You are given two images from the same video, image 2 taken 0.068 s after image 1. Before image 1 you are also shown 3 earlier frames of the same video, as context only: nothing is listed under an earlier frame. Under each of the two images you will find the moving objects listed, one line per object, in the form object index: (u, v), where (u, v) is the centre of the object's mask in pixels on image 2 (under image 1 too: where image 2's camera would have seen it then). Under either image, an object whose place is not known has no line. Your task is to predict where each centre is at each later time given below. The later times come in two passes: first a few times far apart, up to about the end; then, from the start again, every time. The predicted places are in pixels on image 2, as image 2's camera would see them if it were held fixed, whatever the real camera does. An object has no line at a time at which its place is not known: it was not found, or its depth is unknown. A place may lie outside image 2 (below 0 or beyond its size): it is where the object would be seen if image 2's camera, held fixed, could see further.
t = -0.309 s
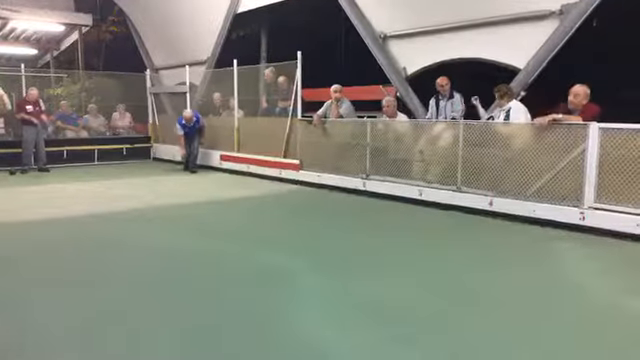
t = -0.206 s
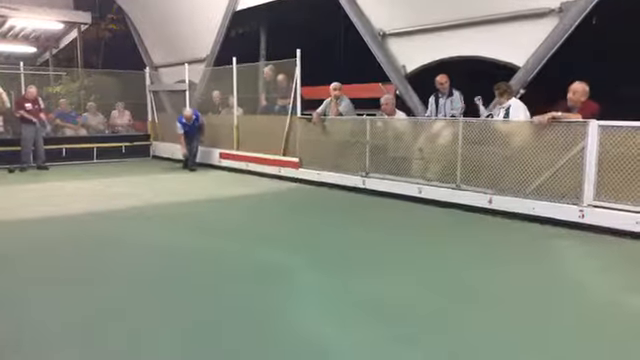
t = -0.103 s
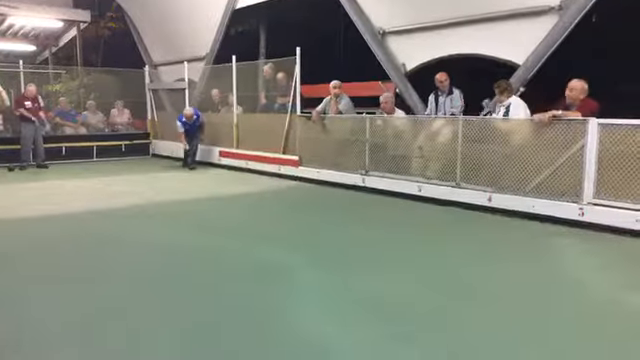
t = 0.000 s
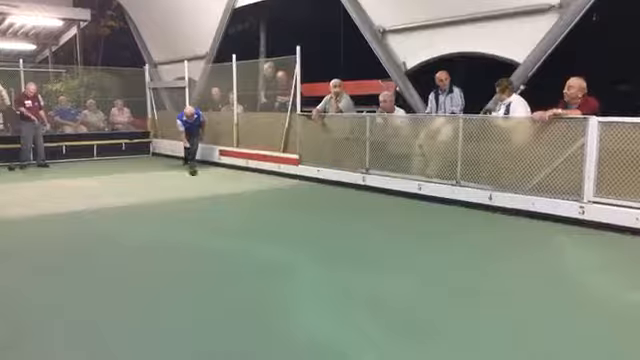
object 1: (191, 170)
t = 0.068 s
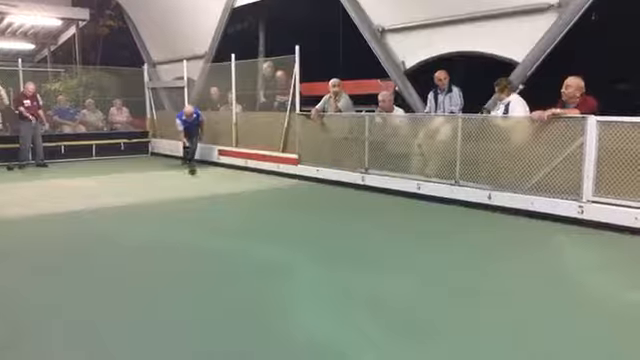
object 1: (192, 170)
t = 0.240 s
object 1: (195, 175)
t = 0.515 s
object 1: (202, 180)
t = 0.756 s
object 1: (208, 185)
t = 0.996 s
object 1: (216, 191)
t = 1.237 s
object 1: (223, 196)
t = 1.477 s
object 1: (231, 202)
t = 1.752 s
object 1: (243, 211)
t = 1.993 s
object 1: (254, 219)
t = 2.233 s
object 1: (268, 229)
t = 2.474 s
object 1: (282, 240)
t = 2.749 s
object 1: (302, 256)
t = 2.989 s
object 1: (323, 270)
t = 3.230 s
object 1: (351, 293)
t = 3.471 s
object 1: (382, 316)
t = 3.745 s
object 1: (426, 351)
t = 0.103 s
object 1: (193, 171)
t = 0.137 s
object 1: (193, 172)
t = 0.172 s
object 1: (195, 174)
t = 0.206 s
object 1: (194, 174)
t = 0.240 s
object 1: (195, 175)
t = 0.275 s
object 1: (197, 176)
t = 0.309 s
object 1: (197, 176)
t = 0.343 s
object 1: (198, 176)
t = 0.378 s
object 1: (199, 178)
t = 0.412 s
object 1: (199, 178)
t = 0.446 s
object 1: (200, 179)
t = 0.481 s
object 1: (201, 179)
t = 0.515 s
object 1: (202, 180)
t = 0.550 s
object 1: (203, 181)
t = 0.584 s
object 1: (203, 180)
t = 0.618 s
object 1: (204, 182)
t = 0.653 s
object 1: (205, 183)
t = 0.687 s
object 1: (206, 183)
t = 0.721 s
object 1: (207, 184)
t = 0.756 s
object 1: (208, 185)
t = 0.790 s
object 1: (209, 185)
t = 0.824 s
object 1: (210, 186)
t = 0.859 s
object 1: (210, 187)
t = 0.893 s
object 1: (211, 188)
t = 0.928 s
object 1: (212, 188)
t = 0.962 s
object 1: (214, 190)
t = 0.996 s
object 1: (216, 191)
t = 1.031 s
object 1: (216, 191)
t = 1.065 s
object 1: (217, 191)
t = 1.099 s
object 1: (218, 192)
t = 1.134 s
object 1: (220, 193)
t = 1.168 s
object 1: (221, 194)
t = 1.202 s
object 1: (222, 195)
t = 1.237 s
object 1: (223, 196)
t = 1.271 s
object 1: (224, 197)
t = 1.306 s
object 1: (225, 197)
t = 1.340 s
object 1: (226, 199)
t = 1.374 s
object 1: (227, 199)
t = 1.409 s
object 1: (229, 200)
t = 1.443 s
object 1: (230, 201)
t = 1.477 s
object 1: (231, 202)
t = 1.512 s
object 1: (232, 203)
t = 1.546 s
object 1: (233, 204)
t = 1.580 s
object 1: (235, 205)
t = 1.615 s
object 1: (237, 206)
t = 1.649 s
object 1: (238, 207)
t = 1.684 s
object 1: (240, 209)
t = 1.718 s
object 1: (241, 210)
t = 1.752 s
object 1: (243, 211)
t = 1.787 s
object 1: (244, 212)
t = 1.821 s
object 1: (245, 213)
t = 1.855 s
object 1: (247, 214)
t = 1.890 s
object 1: (249, 215)
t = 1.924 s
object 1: (250, 216)
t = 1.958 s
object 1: (252, 218)
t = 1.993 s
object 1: (254, 219)
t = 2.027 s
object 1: (255, 220)
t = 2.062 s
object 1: (259, 223)
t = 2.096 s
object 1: (261, 224)
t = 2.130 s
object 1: (262, 225)
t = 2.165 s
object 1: (263, 226)
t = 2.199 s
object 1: (266, 228)
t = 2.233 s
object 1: (268, 229)
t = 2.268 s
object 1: (269, 231)
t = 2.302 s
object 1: (271, 233)
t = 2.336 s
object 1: (274, 234)
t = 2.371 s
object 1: (276, 235)
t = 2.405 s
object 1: (278, 237)
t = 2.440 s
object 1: (280, 238)
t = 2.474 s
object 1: (282, 240)
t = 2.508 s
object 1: (285, 242)
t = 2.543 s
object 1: (287, 243)
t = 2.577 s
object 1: (290, 245)
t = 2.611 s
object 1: (292, 247)
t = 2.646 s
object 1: (294, 249)
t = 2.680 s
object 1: (297, 251)
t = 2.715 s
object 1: (300, 253)
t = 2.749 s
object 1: (302, 256)
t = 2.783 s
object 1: (305, 257)
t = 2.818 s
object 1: (308, 259)
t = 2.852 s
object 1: (311, 261)
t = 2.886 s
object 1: (314, 263)
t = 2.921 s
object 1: (316, 266)
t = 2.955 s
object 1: (320, 268)
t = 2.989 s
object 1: (323, 270)
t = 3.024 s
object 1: (326, 273)
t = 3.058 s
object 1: (329, 275)
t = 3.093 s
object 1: (333, 278)
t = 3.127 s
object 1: (336, 281)
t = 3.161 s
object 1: (340, 284)
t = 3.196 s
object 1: (347, 289)
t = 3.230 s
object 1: (351, 293)
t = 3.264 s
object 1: (355, 295)
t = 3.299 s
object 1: (359, 298)
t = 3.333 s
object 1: (364, 302)
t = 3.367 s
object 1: (368, 305)
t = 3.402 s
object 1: (372, 309)
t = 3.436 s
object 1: (377, 313)
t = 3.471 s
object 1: (382, 316)
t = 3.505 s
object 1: (387, 320)
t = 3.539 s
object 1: (392, 324)
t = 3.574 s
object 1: (396, 328)
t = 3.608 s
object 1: (401, 333)
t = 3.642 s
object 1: (407, 337)
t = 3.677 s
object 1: (413, 342)
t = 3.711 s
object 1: (420, 346)
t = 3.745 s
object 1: (426, 351)
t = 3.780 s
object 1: (427, 357)
